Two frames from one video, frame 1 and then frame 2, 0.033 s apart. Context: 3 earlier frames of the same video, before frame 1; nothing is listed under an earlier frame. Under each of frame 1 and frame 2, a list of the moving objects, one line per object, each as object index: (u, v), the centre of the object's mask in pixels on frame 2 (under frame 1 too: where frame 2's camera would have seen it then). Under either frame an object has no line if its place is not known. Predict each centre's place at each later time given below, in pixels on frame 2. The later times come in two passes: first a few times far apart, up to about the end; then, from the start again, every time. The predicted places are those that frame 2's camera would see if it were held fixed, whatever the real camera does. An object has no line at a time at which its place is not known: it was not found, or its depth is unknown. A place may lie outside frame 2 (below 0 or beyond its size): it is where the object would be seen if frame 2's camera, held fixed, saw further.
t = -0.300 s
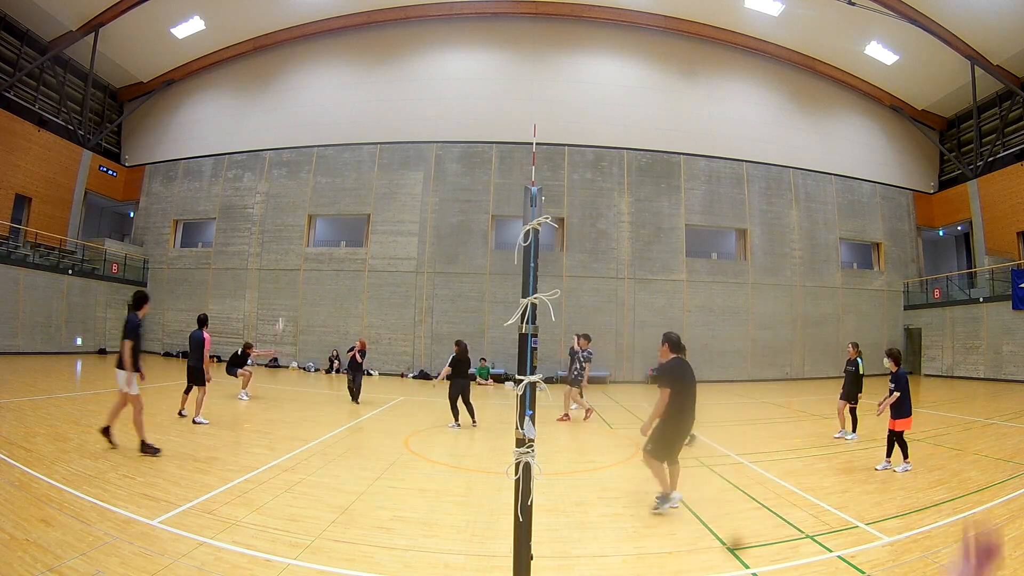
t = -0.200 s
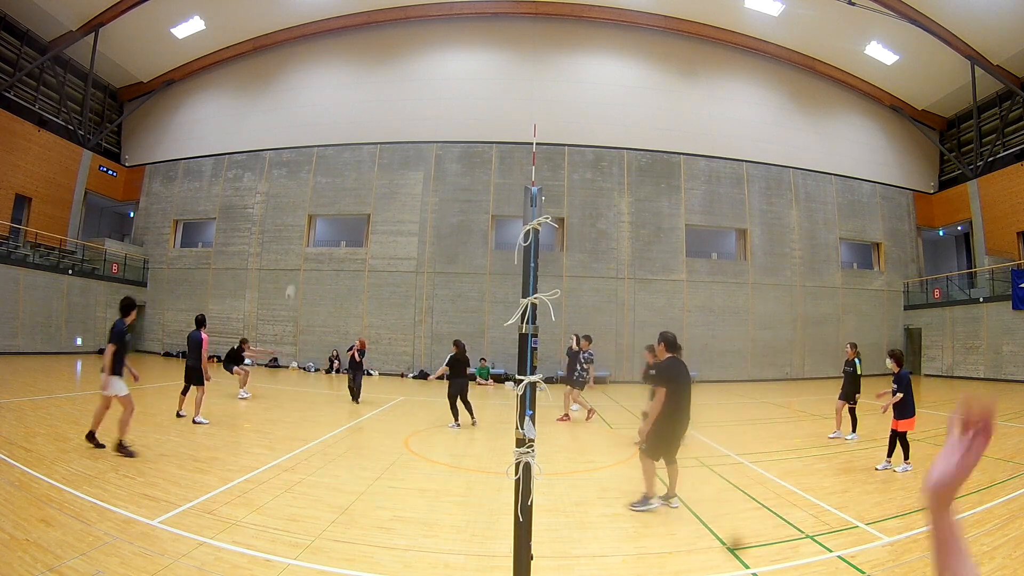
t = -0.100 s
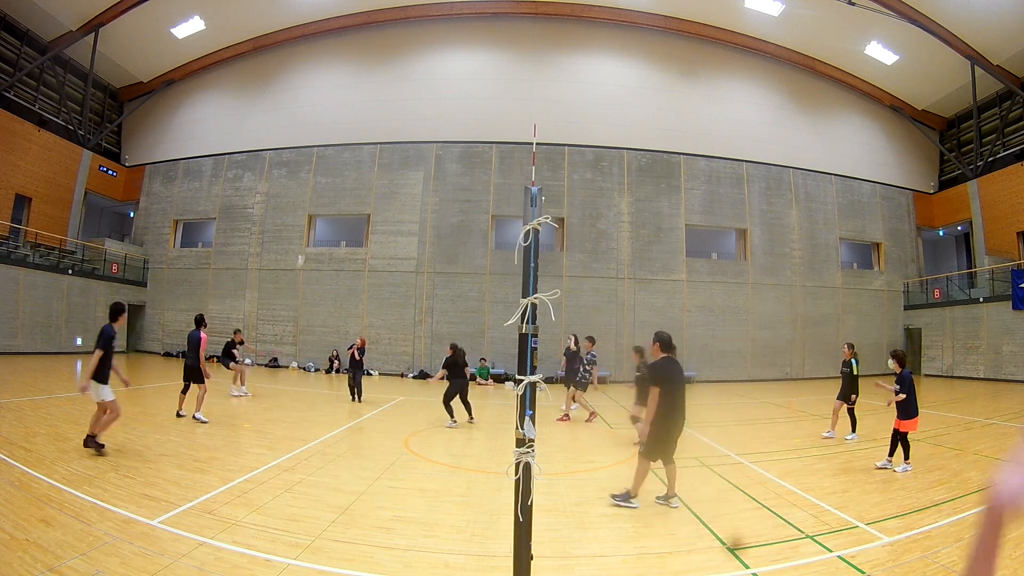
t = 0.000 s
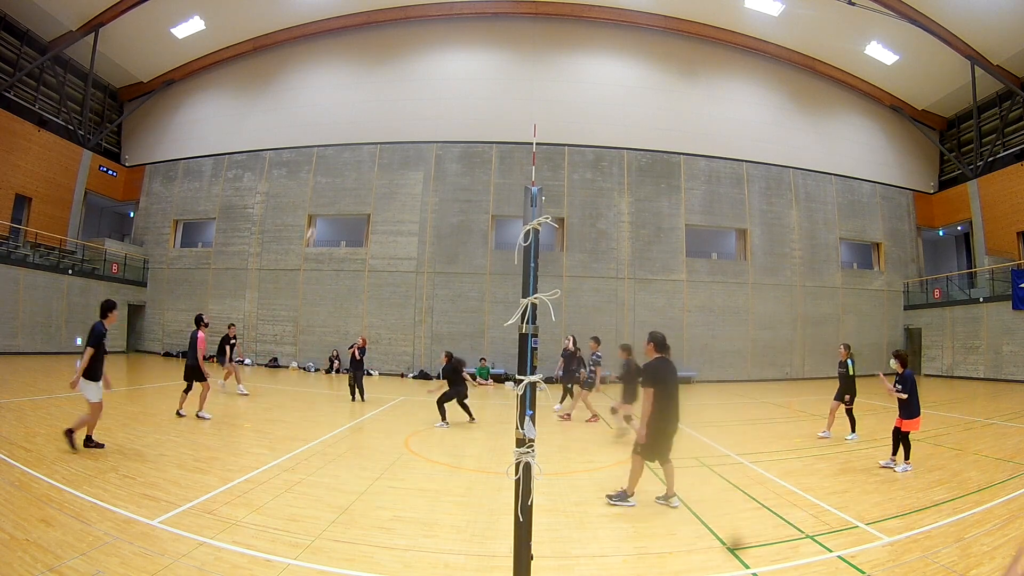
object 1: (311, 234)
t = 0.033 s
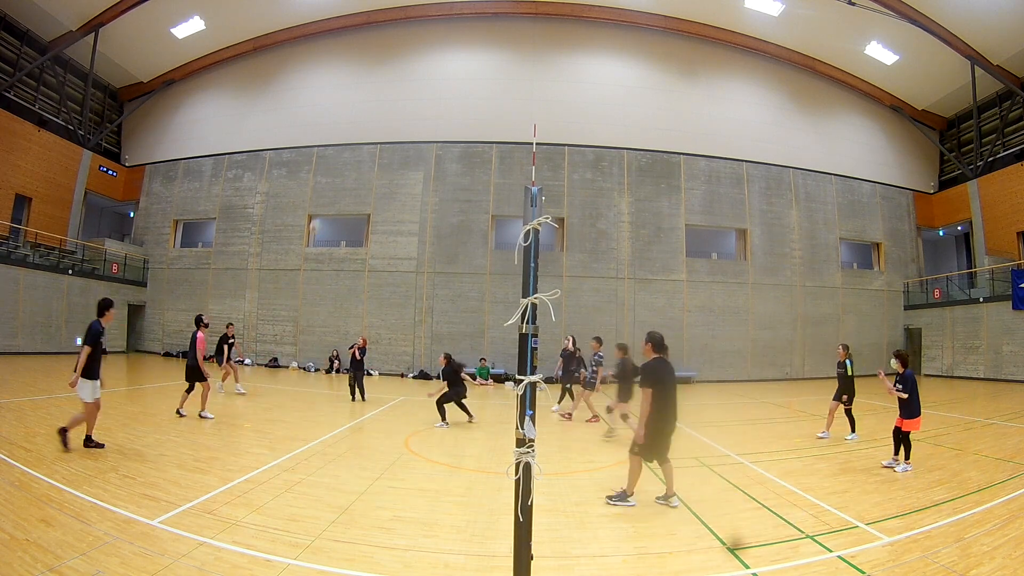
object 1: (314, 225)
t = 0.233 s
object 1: (338, 185)
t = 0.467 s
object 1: (365, 157)
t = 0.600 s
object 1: (382, 153)
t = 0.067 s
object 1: (318, 217)
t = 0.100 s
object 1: (321, 210)
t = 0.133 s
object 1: (326, 203)
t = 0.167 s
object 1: (329, 196)
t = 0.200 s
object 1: (333, 190)
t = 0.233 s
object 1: (338, 185)
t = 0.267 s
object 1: (341, 179)
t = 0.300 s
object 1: (345, 173)
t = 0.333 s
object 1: (349, 170)
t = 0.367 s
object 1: (353, 166)
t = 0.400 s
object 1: (358, 162)
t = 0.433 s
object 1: (361, 159)
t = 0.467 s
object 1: (365, 157)
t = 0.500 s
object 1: (370, 155)
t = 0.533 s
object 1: (374, 154)
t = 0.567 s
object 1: (377, 154)
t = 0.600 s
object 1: (382, 153)
